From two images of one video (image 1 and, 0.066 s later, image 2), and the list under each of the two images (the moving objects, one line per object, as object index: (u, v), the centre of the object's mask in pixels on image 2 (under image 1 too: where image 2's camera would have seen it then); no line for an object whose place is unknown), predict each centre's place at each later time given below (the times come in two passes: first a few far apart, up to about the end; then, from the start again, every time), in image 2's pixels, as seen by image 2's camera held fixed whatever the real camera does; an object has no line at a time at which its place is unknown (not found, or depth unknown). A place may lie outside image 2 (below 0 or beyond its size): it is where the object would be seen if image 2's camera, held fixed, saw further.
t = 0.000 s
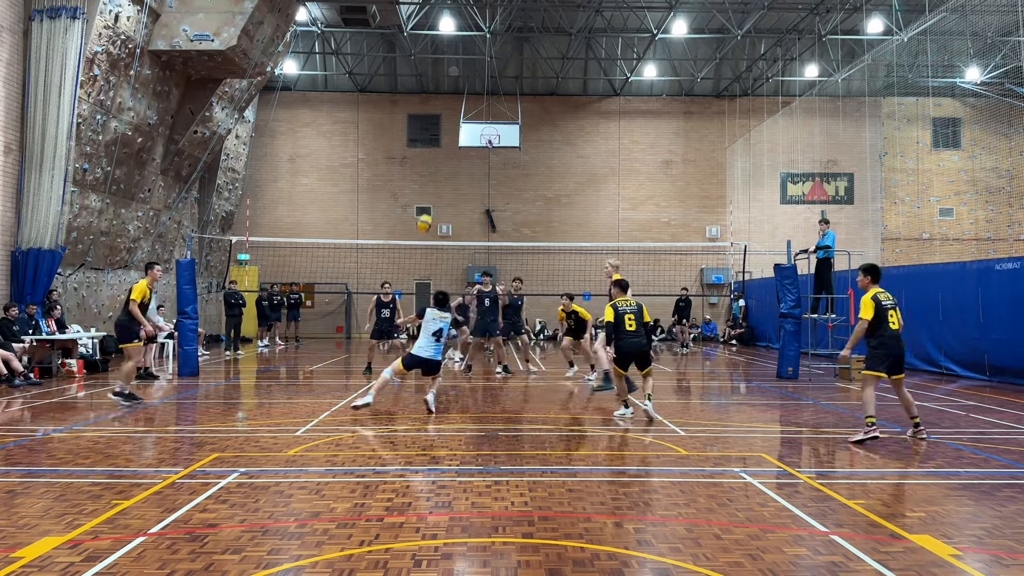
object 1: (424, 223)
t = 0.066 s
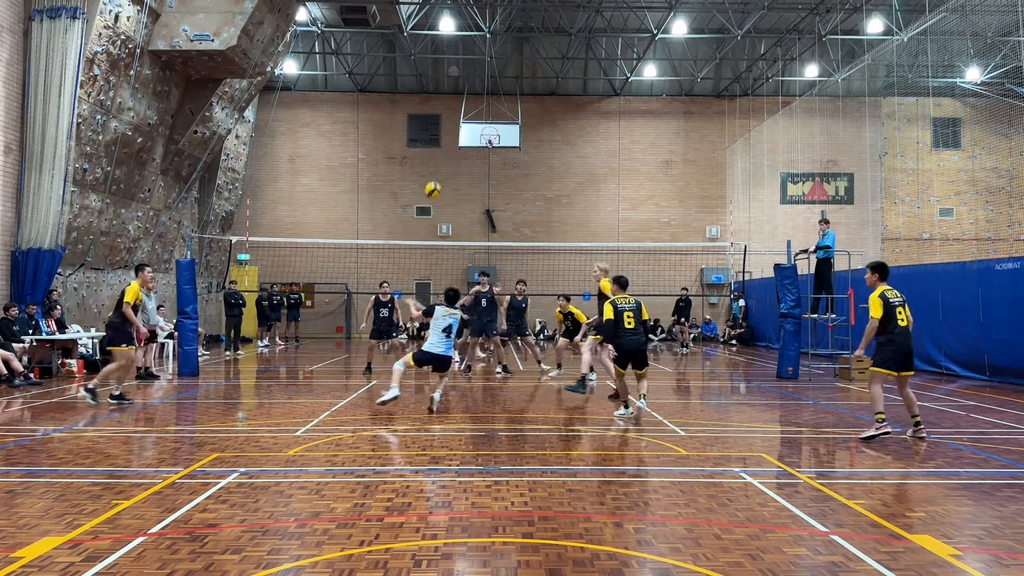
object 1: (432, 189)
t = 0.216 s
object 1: (451, 129)
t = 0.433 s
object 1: (476, 76)
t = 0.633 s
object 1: (496, 56)
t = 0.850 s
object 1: (516, 64)
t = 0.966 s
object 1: (527, 79)
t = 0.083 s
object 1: (435, 181)
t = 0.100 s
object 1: (437, 175)
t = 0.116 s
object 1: (439, 168)
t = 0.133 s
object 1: (441, 161)
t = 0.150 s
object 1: (443, 154)
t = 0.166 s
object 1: (445, 147)
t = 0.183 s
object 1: (447, 141)
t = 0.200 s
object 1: (449, 136)
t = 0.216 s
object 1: (451, 129)
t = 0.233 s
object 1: (452, 124)
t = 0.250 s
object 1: (454, 119)
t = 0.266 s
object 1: (457, 114)
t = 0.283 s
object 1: (459, 109)
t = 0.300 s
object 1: (461, 105)
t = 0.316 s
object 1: (463, 100)
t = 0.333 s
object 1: (464, 96)
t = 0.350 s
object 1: (466, 92)
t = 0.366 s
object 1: (468, 88)
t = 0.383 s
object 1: (470, 85)
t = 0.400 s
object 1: (472, 80)
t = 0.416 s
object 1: (474, 78)
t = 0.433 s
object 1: (476, 76)
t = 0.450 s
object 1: (477, 74)
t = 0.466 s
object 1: (479, 71)
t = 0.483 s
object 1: (481, 68)
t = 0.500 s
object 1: (483, 66)
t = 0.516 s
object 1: (484, 64)
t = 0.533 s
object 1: (485, 62)
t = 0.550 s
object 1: (488, 60)
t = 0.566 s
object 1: (489, 60)
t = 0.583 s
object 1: (491, 59)
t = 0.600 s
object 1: (492, 57)
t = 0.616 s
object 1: (494, 56)
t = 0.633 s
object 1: (496, 56)
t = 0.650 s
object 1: (497, 55)
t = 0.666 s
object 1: (499, 55)
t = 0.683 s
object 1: (501, 55)
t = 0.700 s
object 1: (502, 55)
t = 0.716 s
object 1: (504, 56)
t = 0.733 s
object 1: (506, 55)
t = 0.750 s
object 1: (507, 56)
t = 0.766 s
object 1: (509, 57)
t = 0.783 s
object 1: (510, 58)
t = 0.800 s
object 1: (512, 59)
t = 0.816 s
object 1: (513, 61)
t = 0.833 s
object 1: (515, 62)
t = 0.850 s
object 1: (516, 64)
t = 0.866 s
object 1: (518, 66)
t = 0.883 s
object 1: (519, 68)
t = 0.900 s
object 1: (521, 70)
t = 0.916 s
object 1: (522, 72)
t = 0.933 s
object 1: (524, 75)
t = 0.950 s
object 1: (525, 77)
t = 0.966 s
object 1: (527, 79)
